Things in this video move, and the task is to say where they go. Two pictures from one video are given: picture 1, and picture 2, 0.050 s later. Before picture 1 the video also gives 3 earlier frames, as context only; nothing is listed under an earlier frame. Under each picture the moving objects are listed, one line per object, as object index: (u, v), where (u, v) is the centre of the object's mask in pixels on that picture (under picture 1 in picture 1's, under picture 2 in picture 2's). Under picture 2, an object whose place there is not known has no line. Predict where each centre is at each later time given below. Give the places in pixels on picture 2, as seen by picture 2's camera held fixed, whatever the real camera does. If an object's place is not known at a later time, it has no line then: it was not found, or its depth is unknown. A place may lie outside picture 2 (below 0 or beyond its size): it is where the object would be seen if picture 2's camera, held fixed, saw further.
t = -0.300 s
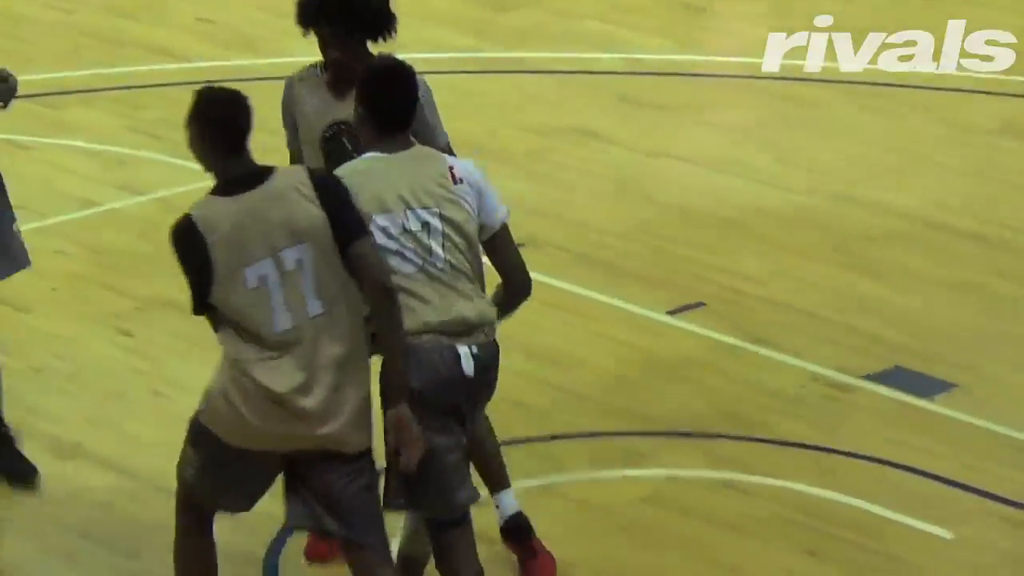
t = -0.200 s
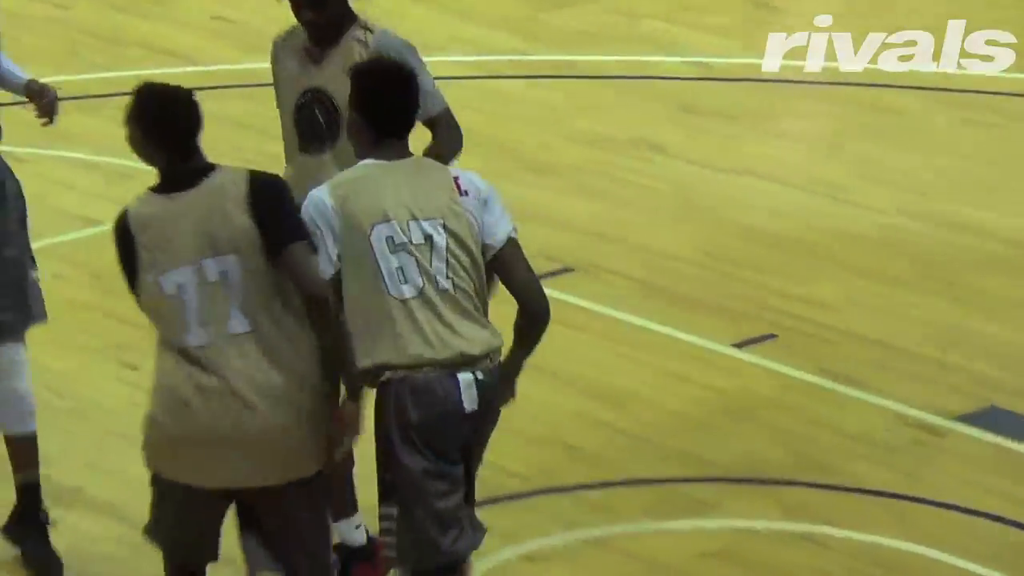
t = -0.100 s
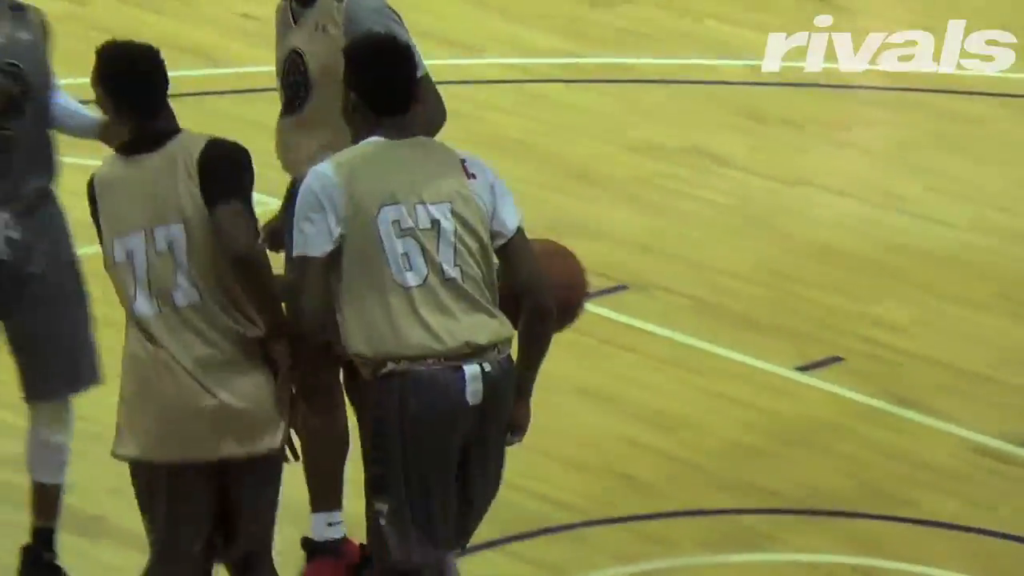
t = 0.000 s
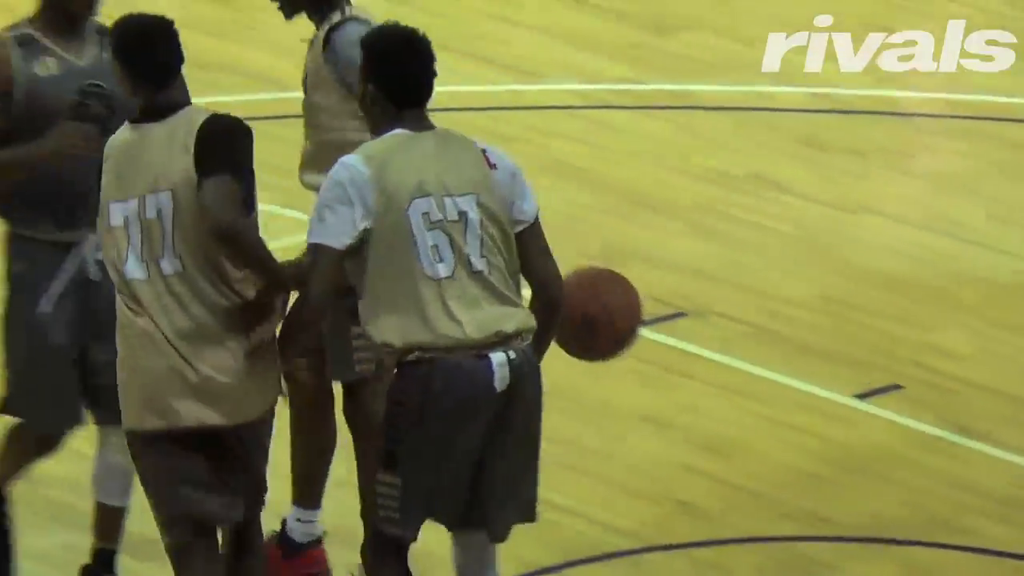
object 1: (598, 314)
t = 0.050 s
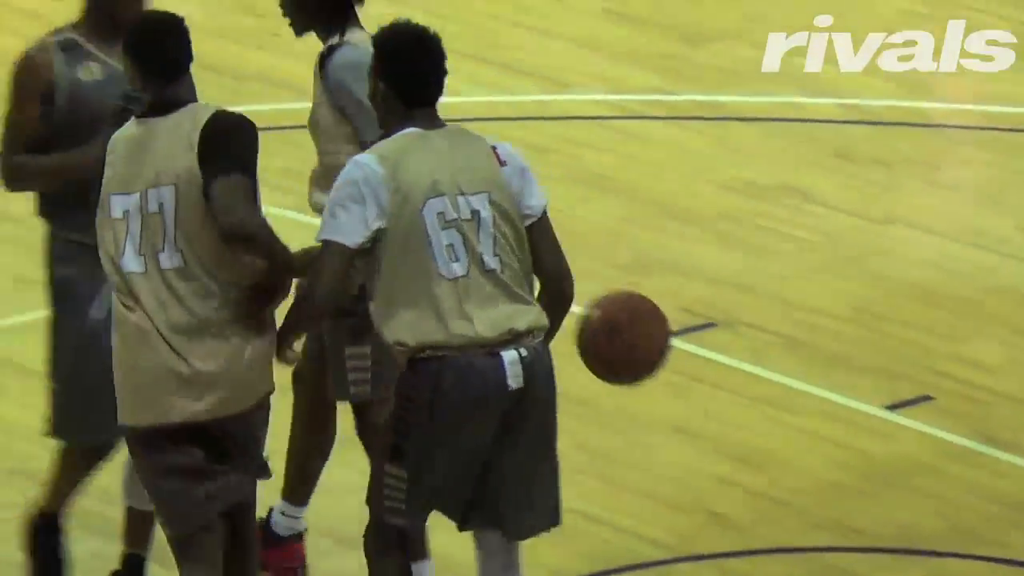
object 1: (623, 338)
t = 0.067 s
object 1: (625, 345)
